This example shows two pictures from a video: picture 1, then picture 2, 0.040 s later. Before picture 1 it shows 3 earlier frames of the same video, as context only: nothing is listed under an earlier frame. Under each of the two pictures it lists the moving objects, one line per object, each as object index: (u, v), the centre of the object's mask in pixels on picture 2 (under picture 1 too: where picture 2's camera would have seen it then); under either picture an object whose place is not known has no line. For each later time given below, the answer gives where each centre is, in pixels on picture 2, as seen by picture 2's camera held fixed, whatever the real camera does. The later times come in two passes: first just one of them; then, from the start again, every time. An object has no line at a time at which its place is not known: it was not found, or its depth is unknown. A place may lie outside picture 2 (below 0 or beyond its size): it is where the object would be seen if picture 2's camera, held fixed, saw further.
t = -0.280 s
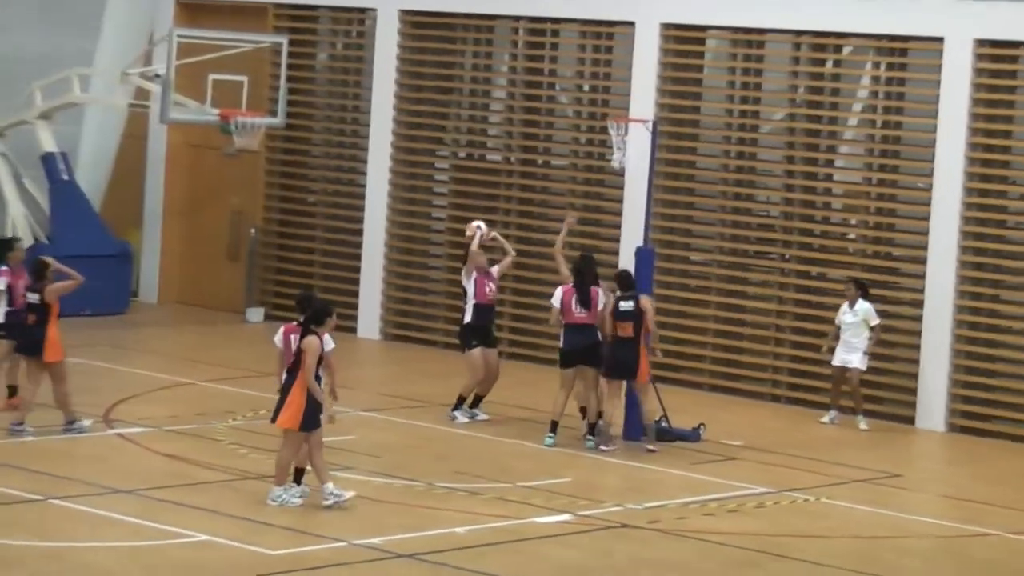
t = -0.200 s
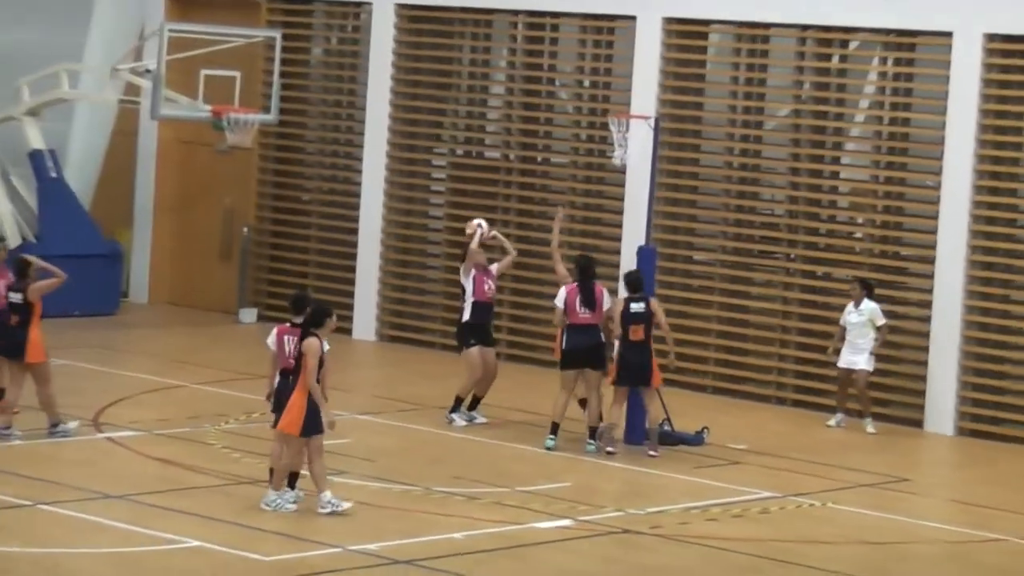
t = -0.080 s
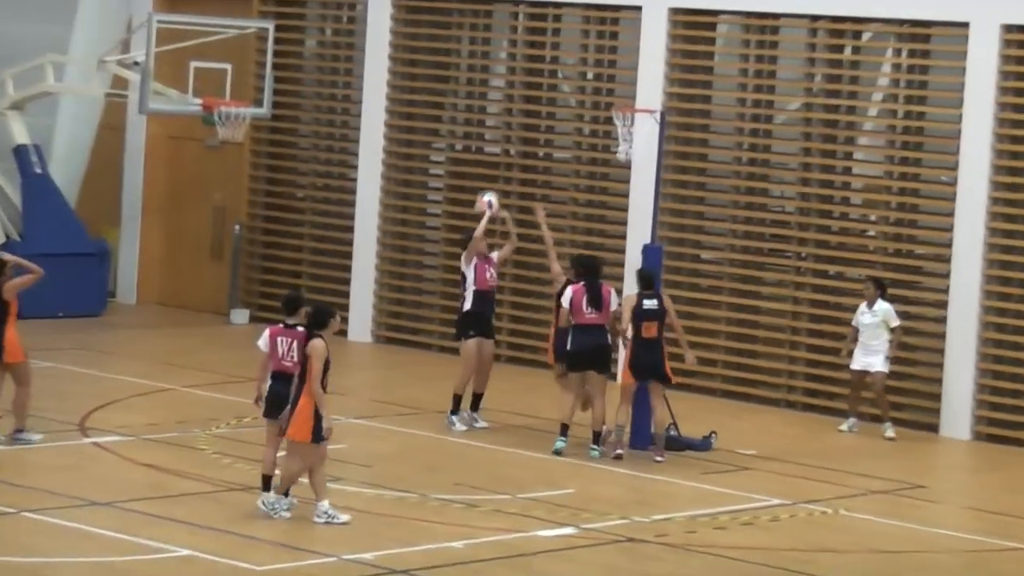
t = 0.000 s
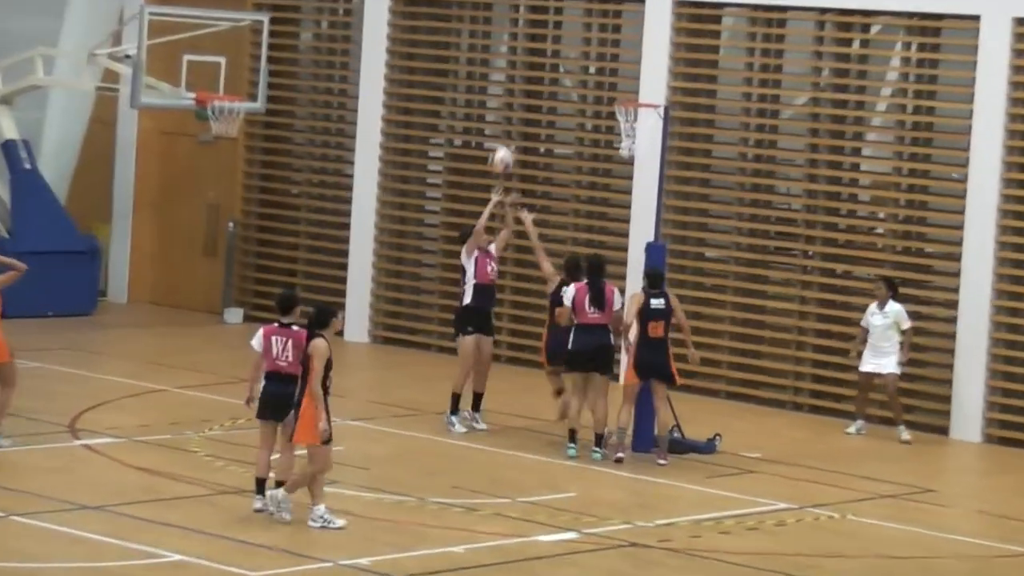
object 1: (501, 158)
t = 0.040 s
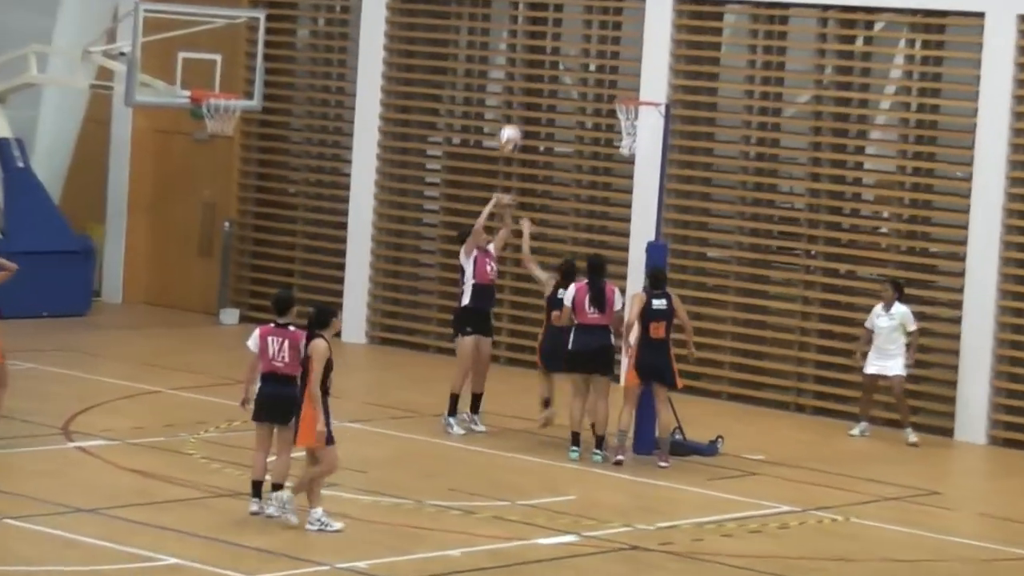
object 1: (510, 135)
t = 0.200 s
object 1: (538, 73)
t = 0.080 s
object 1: (516, 120)
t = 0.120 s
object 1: (524, 103)
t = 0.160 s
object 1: (531, 88)
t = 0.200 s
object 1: (538, 73)
